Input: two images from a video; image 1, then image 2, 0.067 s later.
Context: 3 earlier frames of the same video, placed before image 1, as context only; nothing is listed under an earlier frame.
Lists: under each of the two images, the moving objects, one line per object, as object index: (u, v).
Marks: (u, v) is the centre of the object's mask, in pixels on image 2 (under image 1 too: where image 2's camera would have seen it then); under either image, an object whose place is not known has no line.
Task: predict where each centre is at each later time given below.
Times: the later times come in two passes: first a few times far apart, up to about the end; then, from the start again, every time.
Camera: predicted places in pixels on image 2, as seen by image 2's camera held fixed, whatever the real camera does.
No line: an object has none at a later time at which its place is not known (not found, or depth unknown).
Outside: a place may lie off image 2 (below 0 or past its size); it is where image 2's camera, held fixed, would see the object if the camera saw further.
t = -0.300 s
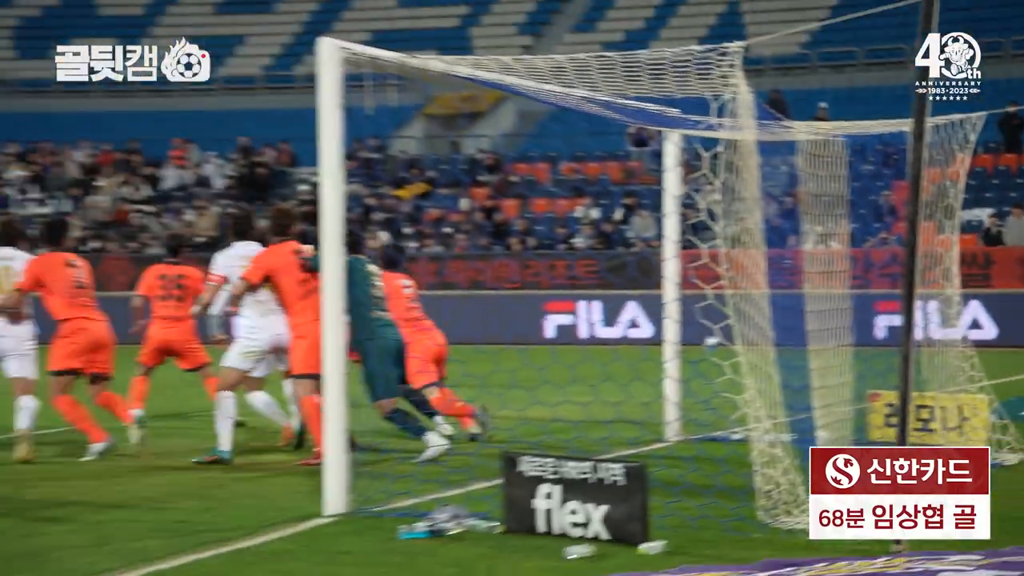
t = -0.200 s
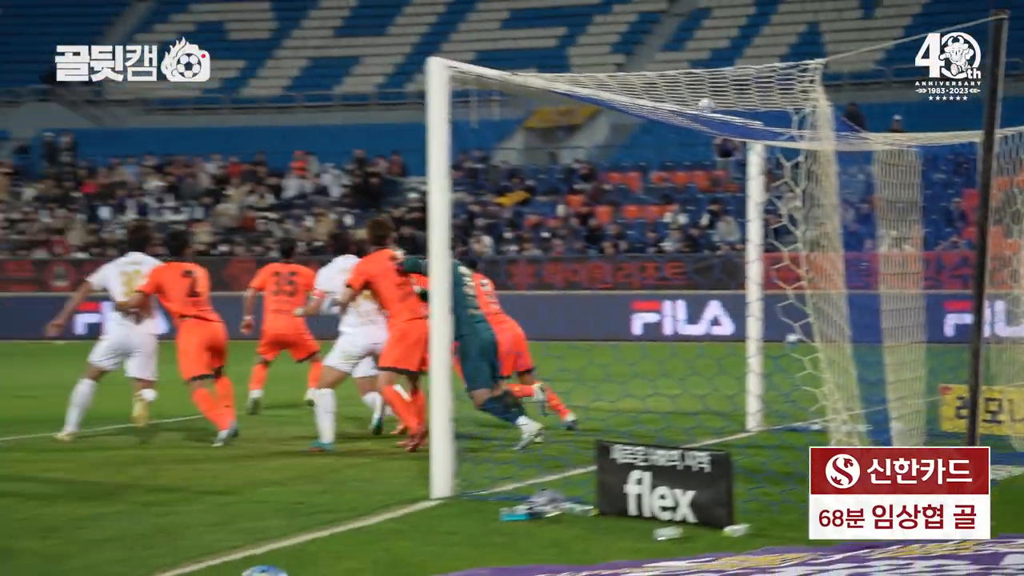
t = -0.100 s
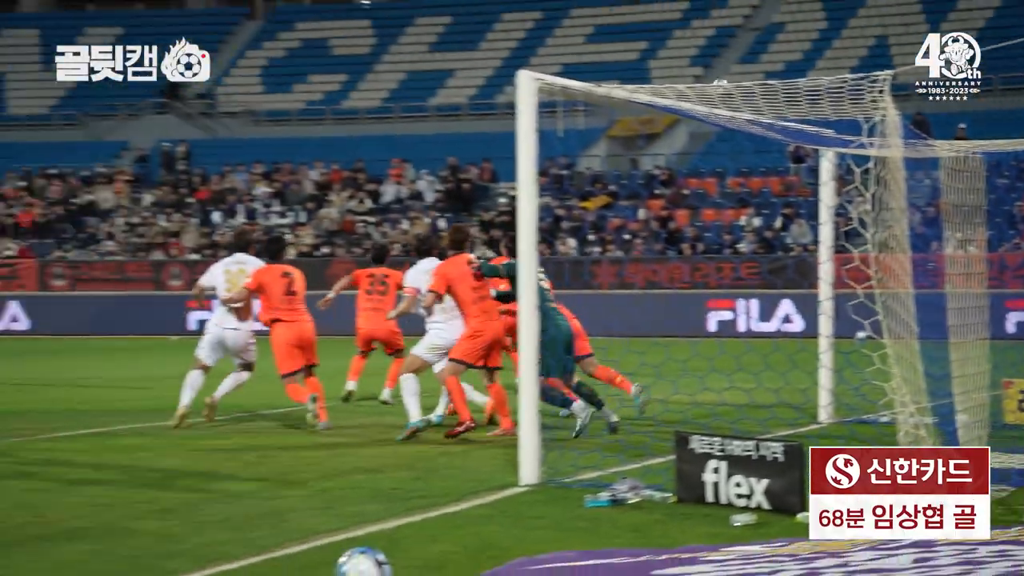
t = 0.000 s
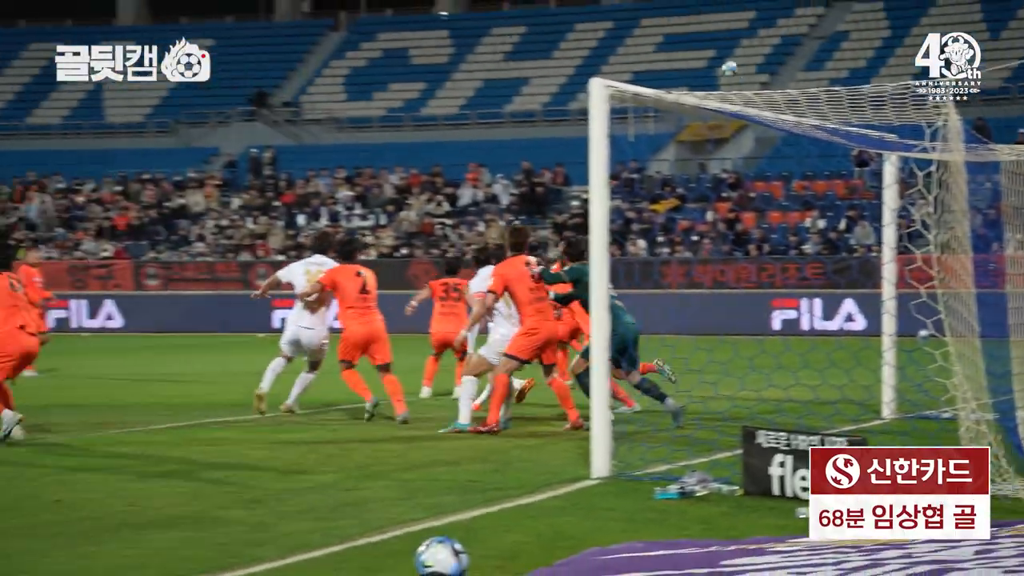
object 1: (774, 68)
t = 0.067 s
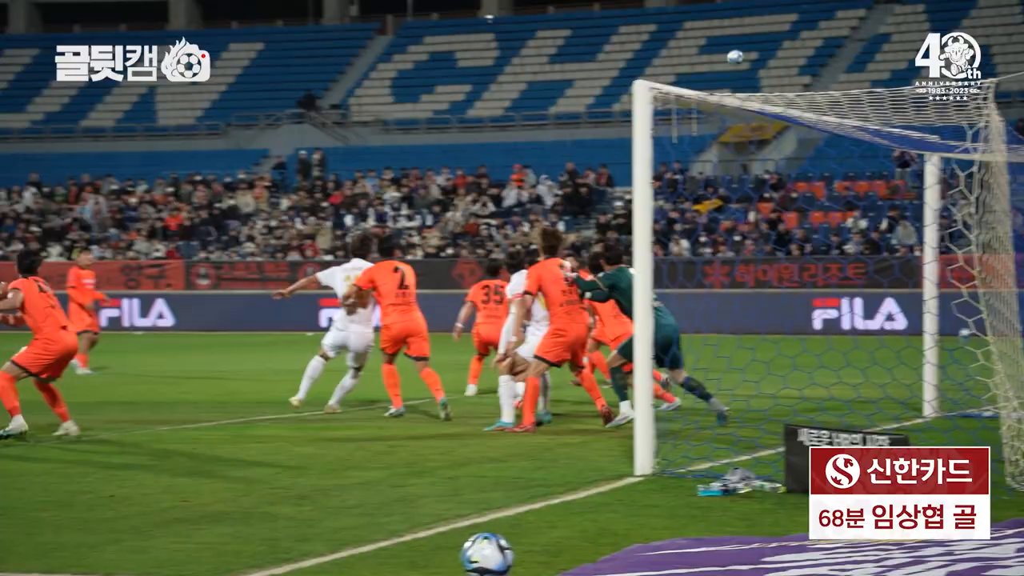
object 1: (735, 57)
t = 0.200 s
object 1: (661, 40)
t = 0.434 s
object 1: (539, 35)
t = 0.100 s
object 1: (716, 52)
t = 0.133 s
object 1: (698, 47)
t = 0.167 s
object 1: (679, 43)
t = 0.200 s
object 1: (661, 40)
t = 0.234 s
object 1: (644, 36)
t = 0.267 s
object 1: (626, 35)
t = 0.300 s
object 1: (609, 33)
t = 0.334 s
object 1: (591, 32)
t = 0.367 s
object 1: (574, 32)
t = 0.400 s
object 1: (557, 33)
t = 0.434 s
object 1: (539, 35)
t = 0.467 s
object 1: (522, 38)
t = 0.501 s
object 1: (505, 42)
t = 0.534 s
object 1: (487, 45)
